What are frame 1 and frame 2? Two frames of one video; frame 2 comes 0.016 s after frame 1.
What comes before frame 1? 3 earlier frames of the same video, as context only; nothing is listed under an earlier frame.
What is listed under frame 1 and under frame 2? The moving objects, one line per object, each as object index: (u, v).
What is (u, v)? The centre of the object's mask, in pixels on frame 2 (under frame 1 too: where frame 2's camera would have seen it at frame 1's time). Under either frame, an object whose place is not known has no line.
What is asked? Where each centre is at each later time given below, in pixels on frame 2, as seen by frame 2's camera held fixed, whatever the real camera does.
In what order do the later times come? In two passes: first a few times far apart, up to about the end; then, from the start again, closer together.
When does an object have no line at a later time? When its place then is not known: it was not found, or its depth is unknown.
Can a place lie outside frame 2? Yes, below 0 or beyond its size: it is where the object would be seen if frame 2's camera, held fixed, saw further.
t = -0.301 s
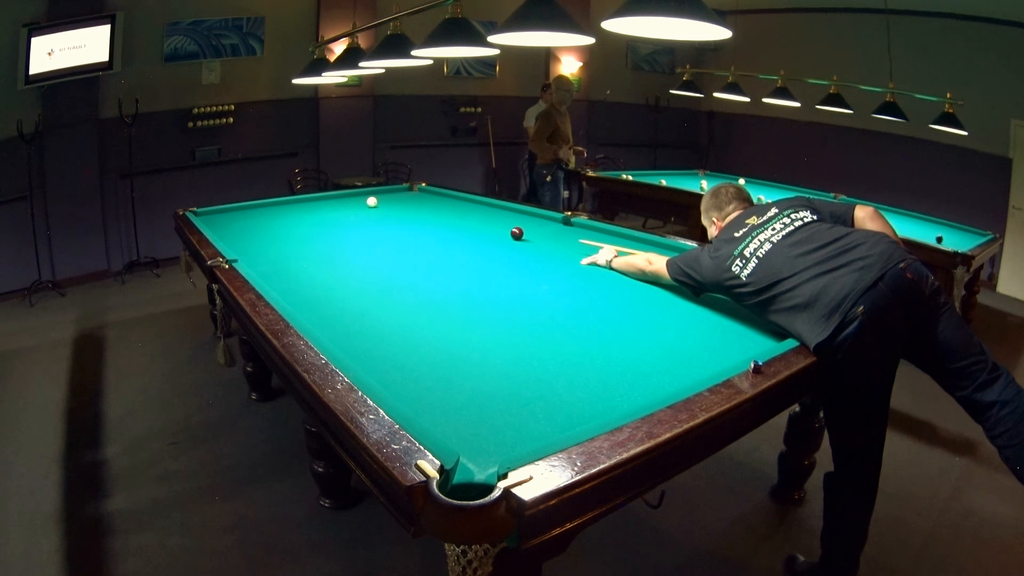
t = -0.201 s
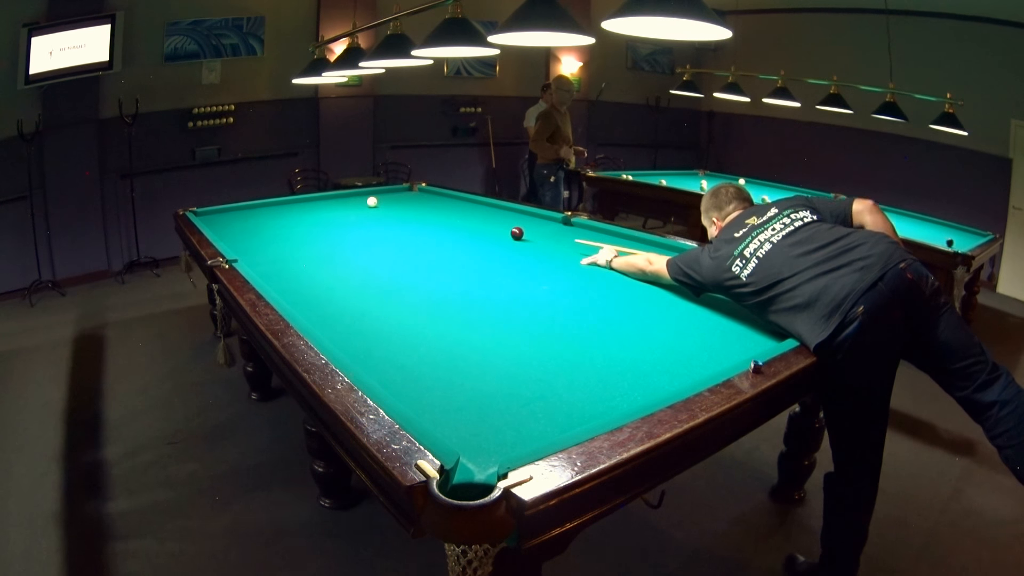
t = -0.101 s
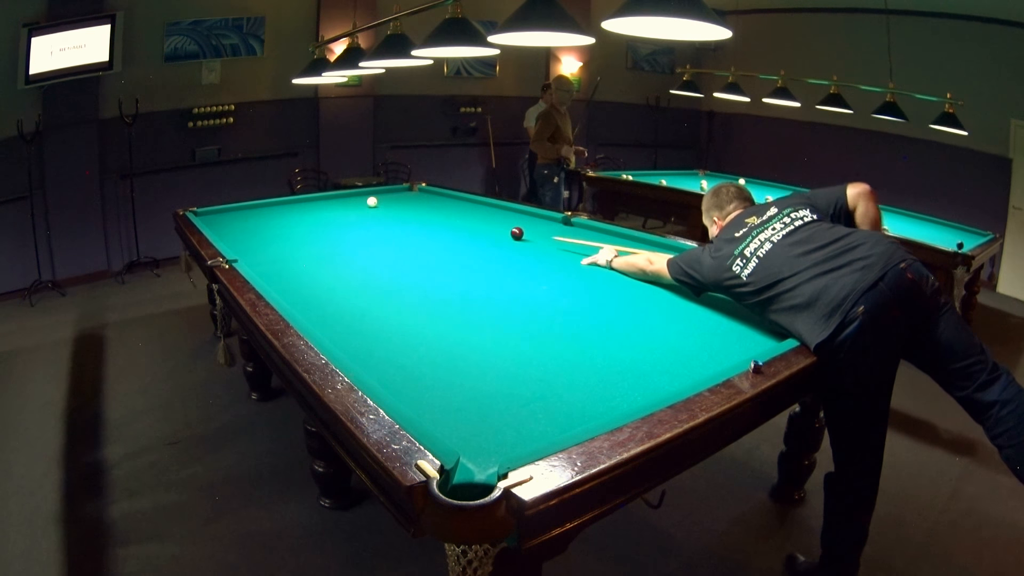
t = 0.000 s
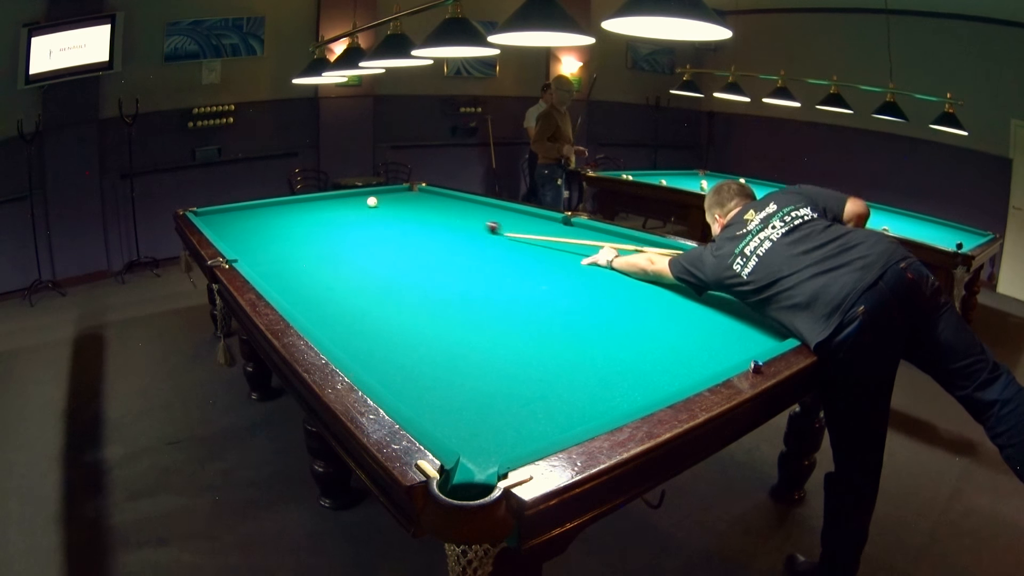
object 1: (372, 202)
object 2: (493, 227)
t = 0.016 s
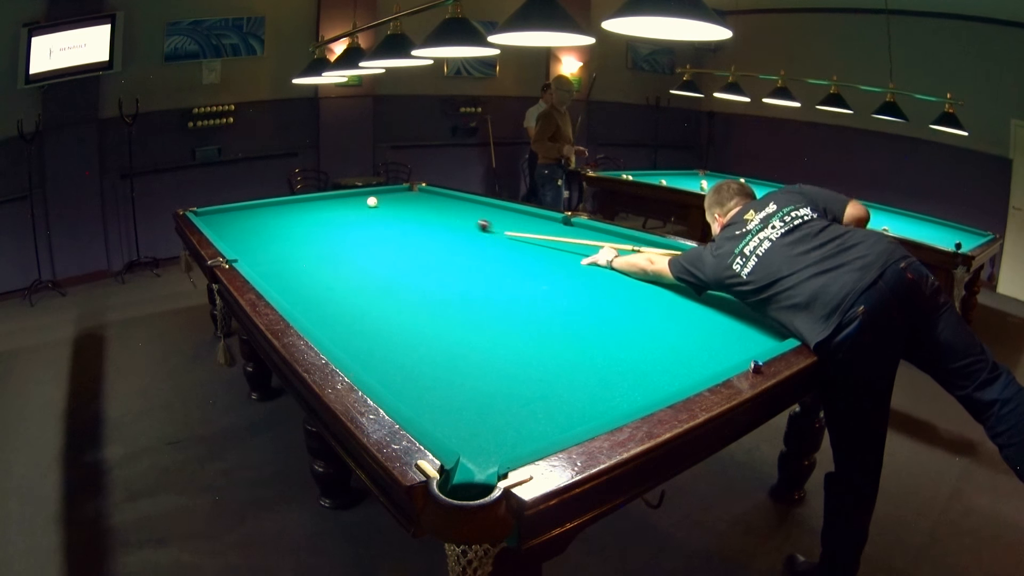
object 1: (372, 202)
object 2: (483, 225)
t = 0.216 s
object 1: (372, 202)
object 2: (400, 207)
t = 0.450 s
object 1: (316, 201)
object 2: (398, 195)
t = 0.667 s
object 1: (271, 203)
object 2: (408, 189)
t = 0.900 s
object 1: (252, 209)
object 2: (413, 188)
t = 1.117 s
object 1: (231, 215)
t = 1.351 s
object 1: (208, 223)
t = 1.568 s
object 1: (228, 224)
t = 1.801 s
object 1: (251, 225)
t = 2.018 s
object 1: (274, 226)
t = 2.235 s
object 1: (298, 227)
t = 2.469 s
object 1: (326, 229)
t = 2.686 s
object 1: (352, 230)
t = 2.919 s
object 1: (381, 232)
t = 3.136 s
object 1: (409, 234)
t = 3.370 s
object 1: (440, 236)
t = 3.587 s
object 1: (470, 239)
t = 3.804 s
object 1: (499, 241)
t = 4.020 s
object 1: (529, 243)
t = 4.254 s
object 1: (561, 246)
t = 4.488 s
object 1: (593, 249)
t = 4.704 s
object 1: (622, 252)
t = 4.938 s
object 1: (653, 255)
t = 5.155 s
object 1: (681, 258)
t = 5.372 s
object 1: (707, 261)
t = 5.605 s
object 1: (734, 264)
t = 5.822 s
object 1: (742, 268)
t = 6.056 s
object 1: (750, 273)
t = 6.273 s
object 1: (757, 277)
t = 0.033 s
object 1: (372, 202)
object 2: (475, 223)
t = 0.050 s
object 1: (372, 202)
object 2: (467, 221)
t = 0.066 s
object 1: (372, 202)
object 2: (458, 219)
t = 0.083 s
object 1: (372, 202)
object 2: (451, 218)
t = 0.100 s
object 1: (372, 202)
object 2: (443, 216)
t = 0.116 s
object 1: (372, 202)
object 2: (437, 214)
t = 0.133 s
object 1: (372, 202)
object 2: (430, 213)
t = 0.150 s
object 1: (372, 202)
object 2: (423, 211)
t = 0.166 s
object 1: (372, 202)
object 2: (417, 210)
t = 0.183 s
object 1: (372, 202)
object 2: (411, 209)
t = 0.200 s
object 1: (372, 202)
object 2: (405, 208)
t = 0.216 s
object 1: (372, 202)
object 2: (400, 207)
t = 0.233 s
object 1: (372, 202)
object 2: (395, 205)
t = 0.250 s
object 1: (372, 202)
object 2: (390, 204)
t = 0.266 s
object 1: (372, 202)
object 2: (385, 203)
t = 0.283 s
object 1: (370, 202)
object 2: (382, 202)
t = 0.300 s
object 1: (364, 202)
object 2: (384, 202)
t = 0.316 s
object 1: (358, 202)
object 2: (386, 201)
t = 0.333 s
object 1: (352, 202)
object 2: (387, 200)
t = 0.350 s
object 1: (347, 202)
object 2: (389, 199)
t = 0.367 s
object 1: (341, 201)
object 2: (391, 198)
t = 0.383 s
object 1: (336, 201)
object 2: (392, 198)
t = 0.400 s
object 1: (331, 201)
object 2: (394, 197)
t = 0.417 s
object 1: (326, 202)
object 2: (395, 196)
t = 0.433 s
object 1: (321, 201)
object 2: (396, 196)
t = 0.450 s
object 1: (316, 201)
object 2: (398, 195)
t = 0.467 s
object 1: (312, 201)
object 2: (399, 195)
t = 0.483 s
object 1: (307, 201)
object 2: (400, 194)
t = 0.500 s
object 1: (303, 201)
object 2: (401, 193)
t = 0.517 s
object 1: (299, 201)
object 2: (402, 193)
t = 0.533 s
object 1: (295, 201)
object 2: (403, 192)
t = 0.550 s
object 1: (291, 202)
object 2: (403, 192)
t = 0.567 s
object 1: (287, 202)
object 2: (404, 191)
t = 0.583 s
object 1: (284, 201)
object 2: (405, 191)
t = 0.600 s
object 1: (280, 202)
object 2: (406, 191)
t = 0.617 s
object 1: (276, 202)
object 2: (406, 190)
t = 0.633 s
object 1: (273, 202)
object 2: (407, 190)
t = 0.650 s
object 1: (272, 202)
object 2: (408, 189)
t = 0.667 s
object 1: (271, 203)
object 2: (408, 189)
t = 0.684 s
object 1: (270, 203)
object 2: (409, 188)
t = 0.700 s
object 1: (269, 204)
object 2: (410, 188)
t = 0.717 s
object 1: (268, 204)
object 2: (411, 188)
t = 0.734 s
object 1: (266, 205)
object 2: (411, 188)
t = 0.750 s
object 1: (265, 205)
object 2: (412, 188)
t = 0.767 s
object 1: (263, 205)
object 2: (411, 188)
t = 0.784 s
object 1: (262, 206)
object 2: (412, 188)
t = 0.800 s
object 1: (260, 206)
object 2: (412, 188)
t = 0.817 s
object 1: (259, 206)
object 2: (412, 188)
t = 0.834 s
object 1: (257, 207)
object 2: (412, 188)
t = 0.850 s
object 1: (256, 208)
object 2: (412, 188)
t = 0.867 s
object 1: (255, 208)
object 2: (412, 188)
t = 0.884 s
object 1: (253, 209)
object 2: (412, 188)
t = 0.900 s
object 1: (252, 209)
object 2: (413, 188)
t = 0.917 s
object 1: (250, 210)
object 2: (413, 188)
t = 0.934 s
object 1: (249, 210)
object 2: (413, 188)
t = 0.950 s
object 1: (247, 211)
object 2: (413, 188)
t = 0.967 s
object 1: (245, 211)
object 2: (413, 188)
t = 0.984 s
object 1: (244, 212)
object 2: (413, 188)
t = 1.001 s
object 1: (242, 212)
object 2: (413, 188)
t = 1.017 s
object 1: (241, 212)
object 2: (413, 189)
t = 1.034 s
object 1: (239, 213)
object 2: (413, 188)
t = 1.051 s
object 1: (238, 213)
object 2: (413, 187)
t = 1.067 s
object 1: (236, 214)
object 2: (414, 187)
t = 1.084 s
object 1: (234, 214)
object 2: (414, 187)
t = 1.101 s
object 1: (233, 215)
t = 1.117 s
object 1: (231, 215)
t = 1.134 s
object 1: (230, 216)
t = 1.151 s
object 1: (228, 216)
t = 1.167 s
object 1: (226, 217)
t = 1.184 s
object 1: (225, 217)
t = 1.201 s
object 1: (223, 218)
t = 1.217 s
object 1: (221, 219)
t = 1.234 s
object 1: (220, 219)
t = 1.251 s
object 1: (218, 220)
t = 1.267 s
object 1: (216, 220)
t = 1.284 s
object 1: (215, 221)
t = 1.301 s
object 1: (213, 221)
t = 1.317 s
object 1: (211, 222)
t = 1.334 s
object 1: (210, 222)
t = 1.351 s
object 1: (208, 223)
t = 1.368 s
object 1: (209, 223)
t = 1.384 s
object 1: (210, 223)
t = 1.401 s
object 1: (212, 223)
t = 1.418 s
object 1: (214, 223)
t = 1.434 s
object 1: (215, 223)
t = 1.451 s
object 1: (217, 223)
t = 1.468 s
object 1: (218, 223)
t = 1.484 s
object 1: (220, 223)
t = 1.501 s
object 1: (222, 223)
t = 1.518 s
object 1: (223, 224)
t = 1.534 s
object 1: (225, 224)
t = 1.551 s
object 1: (226, 224)
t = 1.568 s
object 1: (228, 224)
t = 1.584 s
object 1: (230, 224)
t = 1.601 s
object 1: (231, 224)
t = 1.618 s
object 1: (233, 224)
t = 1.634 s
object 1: (235, 224)
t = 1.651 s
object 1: (236, 224)
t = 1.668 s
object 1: (238, 224)
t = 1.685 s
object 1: (240, 224)
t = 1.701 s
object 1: (241, 224)
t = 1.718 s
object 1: (243, 224)
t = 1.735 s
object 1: (245, 225)
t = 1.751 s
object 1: (246, 225)
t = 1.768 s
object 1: (248, 225)
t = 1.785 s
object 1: (250, 225)
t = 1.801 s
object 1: (251, 225)
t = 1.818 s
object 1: (253, 225)
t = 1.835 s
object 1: (255, 225)
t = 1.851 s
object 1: (257, 225)
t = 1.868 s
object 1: (258, 225)
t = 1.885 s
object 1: (260, 225)
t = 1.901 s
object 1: (262, 225)
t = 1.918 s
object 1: (264, 226)
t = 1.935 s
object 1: (265, 225)
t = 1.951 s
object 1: (267, 225)
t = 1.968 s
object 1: (269, 226)
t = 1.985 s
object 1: (271, 226)
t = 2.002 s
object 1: (273, 226)
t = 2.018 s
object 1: (274, 226)
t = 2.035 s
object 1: (276, 226)
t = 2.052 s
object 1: (278, 226)
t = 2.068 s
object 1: (280, 226)
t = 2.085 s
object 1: (282, 226)
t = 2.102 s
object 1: (283, 226)
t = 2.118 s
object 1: (285, 227)
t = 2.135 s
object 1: (287, 227)
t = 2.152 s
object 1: (289, 227)
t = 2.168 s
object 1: (291, 227)
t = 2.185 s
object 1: (293, 227)
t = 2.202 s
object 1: (295, 227)
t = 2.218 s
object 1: (297, 227)
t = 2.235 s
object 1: (298, 227)
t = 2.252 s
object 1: (300, 227)
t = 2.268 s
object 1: (302, 227)
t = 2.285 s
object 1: (304, 227)
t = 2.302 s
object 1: (306, 228)
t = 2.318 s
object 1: (308, 228)
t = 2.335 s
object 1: (310, 228)
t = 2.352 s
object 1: (312, 228)
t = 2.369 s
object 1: (314, 228)
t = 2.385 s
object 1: (316, 228)
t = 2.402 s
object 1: (318, 228)
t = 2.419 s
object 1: (319, 228)
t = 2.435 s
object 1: (322, 228)
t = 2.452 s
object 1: (324, 229)
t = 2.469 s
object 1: (326, 229)
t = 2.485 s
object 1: (327, 229)
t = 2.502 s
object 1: (330, 229)
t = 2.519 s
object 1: (332, 229)
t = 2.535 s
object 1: (334, 229)
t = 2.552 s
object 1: (336, 229)
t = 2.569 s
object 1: (338, 229)
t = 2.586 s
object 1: (339, 230)
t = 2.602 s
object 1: (342, 230)
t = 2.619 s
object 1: (343, 230)
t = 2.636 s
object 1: (345, 230)
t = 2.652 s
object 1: (348, 230)
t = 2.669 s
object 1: (350, 230)
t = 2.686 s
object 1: (352, 230)
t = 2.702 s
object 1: (354, 230)
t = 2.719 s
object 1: (356, 230)
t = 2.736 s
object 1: (358, 231)
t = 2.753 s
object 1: (360, 231)
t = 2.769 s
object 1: (362, 231)
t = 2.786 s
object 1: (364, 231)
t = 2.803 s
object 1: (366, 231)
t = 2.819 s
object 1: (368, 231)
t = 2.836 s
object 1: (370, 231)
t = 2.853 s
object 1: (373, 232)
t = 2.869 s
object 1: (375, 232)
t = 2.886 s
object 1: (377, 232)
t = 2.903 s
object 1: (379, 232)
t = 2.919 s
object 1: (381, 232)
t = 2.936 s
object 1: (383, 232)
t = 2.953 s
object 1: (385, 232)
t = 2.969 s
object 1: (388, 232)
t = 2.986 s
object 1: (390, 233)
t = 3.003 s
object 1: (392, 233)
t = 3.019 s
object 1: (394, 233)
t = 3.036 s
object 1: (396, 233)
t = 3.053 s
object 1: (398, 233)
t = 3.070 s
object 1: (400, 233)
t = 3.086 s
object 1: (403, 234)
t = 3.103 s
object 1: (405, 234)
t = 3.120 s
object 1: (407, 234)
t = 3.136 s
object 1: (409, 234)
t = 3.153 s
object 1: (411, 234)
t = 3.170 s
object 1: (413, 234)
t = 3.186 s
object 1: (416, 234)
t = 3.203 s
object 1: (418, 235)
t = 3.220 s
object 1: (420, 235)
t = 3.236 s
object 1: (422, 235)
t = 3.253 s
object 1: (425, 235)
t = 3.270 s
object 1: (427, 235)
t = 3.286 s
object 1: (429, 235)
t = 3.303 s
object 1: (431, 236)
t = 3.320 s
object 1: (434, 236)
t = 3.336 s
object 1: (436, 236)
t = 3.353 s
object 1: (438, 236)
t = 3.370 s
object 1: (440, 236)
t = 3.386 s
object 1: (442, 236)
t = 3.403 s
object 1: (445, 236)
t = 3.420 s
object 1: (447, 237)
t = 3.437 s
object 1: (449, 237)
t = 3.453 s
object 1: (451, 237)
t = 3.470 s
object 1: (453, 237)
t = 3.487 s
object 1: (456, 237)
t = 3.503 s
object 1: (458, 238)
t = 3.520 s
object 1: (460, 238)
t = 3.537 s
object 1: (462, 238)
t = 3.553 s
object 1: (465, 238)
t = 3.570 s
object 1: (467, 238)
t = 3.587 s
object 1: (470, 239)
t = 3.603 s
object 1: (472, 239)
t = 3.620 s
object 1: (474, 239)
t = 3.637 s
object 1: (476, 239)
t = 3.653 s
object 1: (478, 239)
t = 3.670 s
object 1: (481, 239)
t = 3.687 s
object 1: (483, 239)
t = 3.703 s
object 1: (485, 240)
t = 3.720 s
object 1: (488, 240)
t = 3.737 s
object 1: (490, 240)
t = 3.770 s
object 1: (495, 240)
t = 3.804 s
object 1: (499, 241)
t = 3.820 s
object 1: (501, 241)
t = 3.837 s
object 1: (504, 241)
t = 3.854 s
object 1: (506, 241)
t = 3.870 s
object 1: (508, 241)
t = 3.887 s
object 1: (511, 242)
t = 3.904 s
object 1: (513, 242)
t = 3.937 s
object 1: (518, 242)
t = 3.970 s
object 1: (522, 243)
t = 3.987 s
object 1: (524, 243)
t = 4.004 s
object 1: (527, 243)
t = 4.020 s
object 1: (529, 243)
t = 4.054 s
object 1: (533, 244)
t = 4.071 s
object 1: (536, 244)
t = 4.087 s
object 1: (538, 244)
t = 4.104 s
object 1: (540, 244)
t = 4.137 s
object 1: (545, 245)
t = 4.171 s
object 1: (550, 245)
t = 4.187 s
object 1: (552, 245)
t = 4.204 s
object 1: (554, 246)
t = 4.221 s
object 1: (557, 246)
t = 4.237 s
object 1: (559, 246)
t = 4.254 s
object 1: (561, 246)
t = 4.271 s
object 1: (563, 246)
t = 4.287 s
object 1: (566, 247)
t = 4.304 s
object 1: (568, 247)
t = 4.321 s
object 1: (570, 247)
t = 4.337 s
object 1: (573, 247)
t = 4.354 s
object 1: (575, 247)
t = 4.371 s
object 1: (577, 248)
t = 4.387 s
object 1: (579, 248)
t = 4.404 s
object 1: (582, 248)
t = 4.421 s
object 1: (584, 248)
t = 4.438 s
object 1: (586, 248)
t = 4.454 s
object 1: (588, 249)
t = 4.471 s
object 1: (591, 249)
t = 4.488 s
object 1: (593, 249)
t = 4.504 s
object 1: (595, 249)
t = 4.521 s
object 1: (598, 250)
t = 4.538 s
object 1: (600, 250)
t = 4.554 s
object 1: (602, 250)
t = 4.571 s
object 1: (604, 250)
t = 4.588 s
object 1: (607, 250)
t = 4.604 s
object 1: (609, 251)
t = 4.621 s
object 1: (611, 251)
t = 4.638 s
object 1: (613, 251)
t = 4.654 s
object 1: (616, 251)
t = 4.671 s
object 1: (618, 251)
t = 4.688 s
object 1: (620, 252)
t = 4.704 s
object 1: (622, 252)
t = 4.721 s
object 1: (624, 252)
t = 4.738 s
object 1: (627, 252)
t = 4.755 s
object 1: (629, 253)
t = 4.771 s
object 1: (631, 253)
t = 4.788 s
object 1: (633, 253)
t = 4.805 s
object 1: (635, 253)
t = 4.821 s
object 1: (638, 254)
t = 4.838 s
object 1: (640, 254)
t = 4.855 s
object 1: (642, 254)
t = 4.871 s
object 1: (644, 254)
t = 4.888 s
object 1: (647, 255)
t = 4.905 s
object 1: (649, 255)
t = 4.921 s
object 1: (651, 255)
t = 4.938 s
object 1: (653, 255)
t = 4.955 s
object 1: (655, 255)
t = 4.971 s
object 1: (657, 256)
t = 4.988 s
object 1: (659, 256)
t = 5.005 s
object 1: (661, 256)
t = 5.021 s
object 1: (664, 256)
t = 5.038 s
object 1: (666, 256)
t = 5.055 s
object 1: (668, 257)
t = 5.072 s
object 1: (670, 257)
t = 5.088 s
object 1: (672, 257)
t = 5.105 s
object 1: (674, 257)
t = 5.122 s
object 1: (676, 257)
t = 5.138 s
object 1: (679, 258)
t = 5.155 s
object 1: (681, 258)
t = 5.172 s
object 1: (683, 258)
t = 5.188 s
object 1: (685, 258)
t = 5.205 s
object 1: (687, 259)
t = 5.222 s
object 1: (689, 259)
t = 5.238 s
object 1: (691, 259)
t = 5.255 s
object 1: (693, 259)
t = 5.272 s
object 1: (695, 260)
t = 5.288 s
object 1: (697, 260)
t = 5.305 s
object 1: (699, 260)
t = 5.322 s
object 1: (701, 260)
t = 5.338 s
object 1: (703, 261)
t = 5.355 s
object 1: (705, 261)
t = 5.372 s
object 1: (707, 261)
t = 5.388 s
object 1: (709, 261)
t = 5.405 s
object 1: (711, 261)
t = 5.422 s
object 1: (713, 262)
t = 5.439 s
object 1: (715, 262)
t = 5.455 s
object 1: (717, 262)
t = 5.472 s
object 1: (719, 262)
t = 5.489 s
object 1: (721, 263)
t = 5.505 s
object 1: (723, 263)
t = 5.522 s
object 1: (725, 263)
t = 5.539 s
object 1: (727, 263)
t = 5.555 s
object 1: (729, 264)
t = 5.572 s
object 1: (731, 264)
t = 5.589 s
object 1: (733, 264)
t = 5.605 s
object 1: (734, 264)
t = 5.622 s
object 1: (735, 264)
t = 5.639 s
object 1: (735, 265)
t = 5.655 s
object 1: (736, 265)
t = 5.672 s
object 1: (736, 266)
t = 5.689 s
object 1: (737, 266)
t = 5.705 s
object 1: (737, 266)
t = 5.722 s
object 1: (738, 266)
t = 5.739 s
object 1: (739, 267)
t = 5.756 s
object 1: (739, 267)
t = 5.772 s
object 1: (740, 267)
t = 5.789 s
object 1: (740, 268)
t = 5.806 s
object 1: (741, 268)
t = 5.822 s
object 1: (742, 268)
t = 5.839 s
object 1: (742, 269)
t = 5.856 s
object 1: (743, 269)
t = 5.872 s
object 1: (743, 270)
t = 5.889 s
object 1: (744, 270)
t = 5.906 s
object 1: (744, 270)
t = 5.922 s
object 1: (745, 271)
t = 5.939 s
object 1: (746, 271)
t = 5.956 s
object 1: (746, 271)
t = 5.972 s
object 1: (747, 272)
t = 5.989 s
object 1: (747, 272)
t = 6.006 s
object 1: (748, 272)
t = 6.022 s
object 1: (748, 273)
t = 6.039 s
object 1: (749, 273)
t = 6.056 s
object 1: (750, 273)
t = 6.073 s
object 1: (750, 273)
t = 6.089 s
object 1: (751, 274)
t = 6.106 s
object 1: (751, 274)
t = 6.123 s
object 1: (752, 273)
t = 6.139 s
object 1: (752, 274)
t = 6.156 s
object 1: (753, 275)
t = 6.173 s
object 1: (754, 275)
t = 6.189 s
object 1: (754, 276)
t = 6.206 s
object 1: (755, 276)
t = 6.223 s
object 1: (755, 276)
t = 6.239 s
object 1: (756, 277)
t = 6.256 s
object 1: (756, 277)
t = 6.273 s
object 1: (757, 277)
